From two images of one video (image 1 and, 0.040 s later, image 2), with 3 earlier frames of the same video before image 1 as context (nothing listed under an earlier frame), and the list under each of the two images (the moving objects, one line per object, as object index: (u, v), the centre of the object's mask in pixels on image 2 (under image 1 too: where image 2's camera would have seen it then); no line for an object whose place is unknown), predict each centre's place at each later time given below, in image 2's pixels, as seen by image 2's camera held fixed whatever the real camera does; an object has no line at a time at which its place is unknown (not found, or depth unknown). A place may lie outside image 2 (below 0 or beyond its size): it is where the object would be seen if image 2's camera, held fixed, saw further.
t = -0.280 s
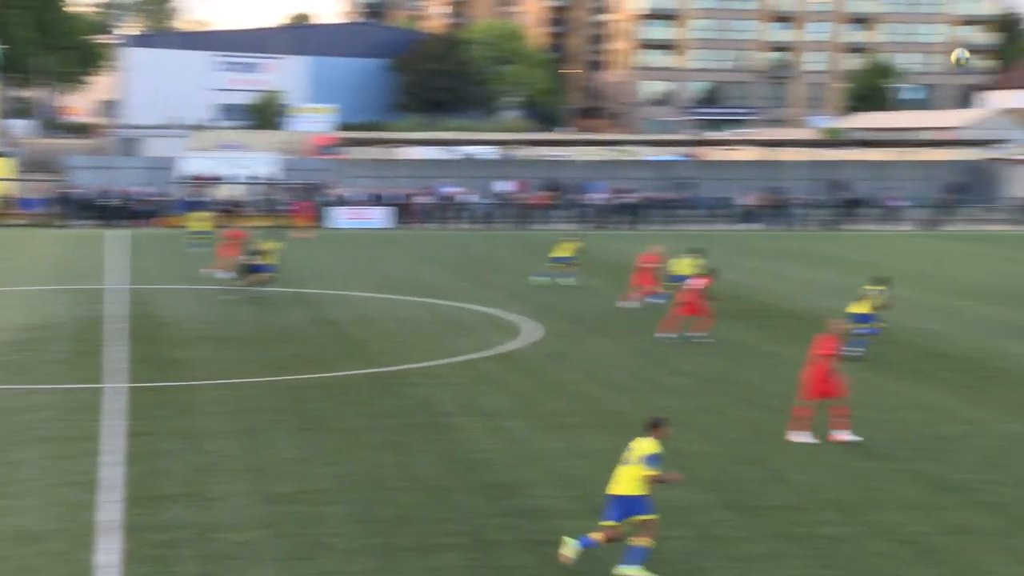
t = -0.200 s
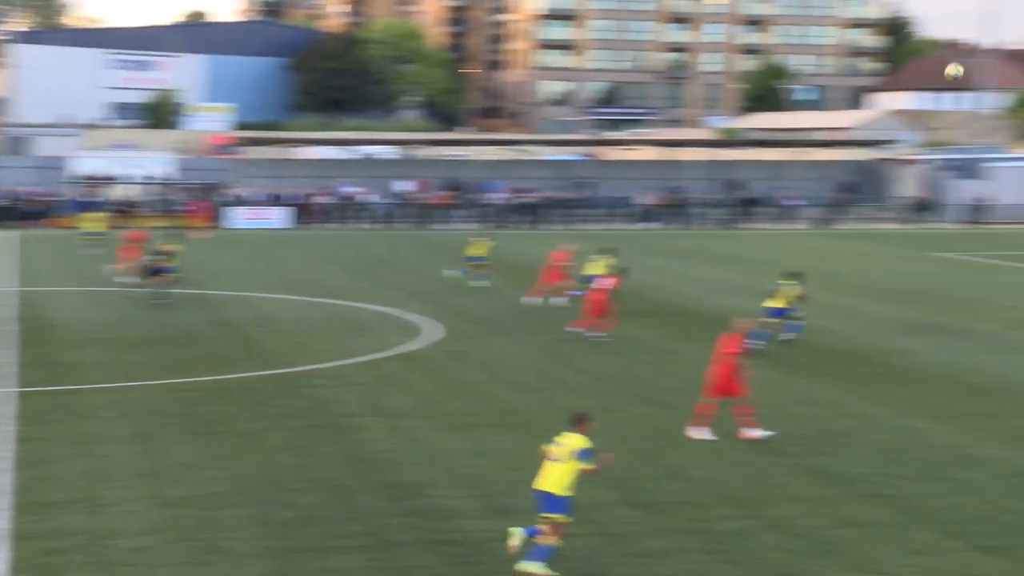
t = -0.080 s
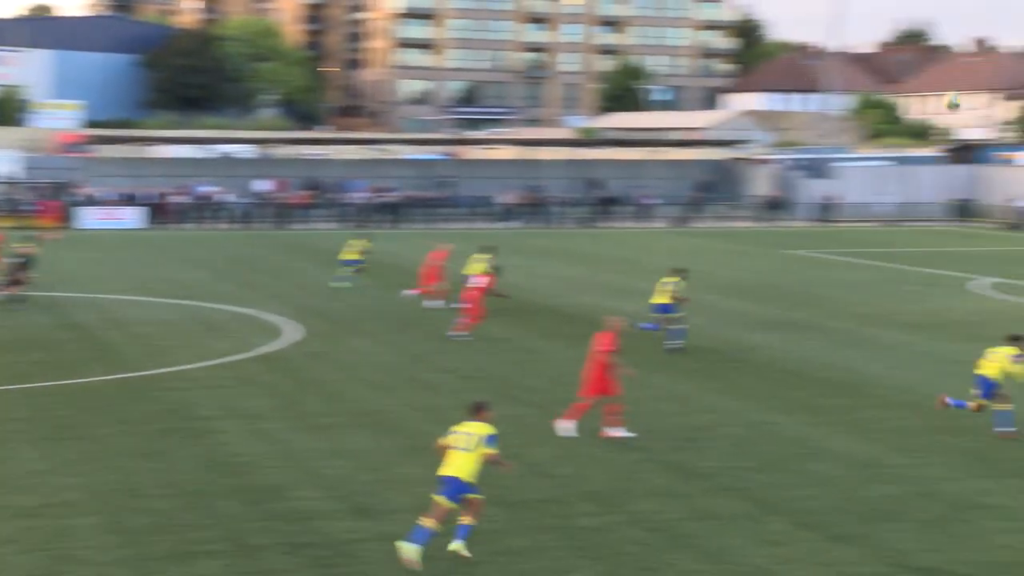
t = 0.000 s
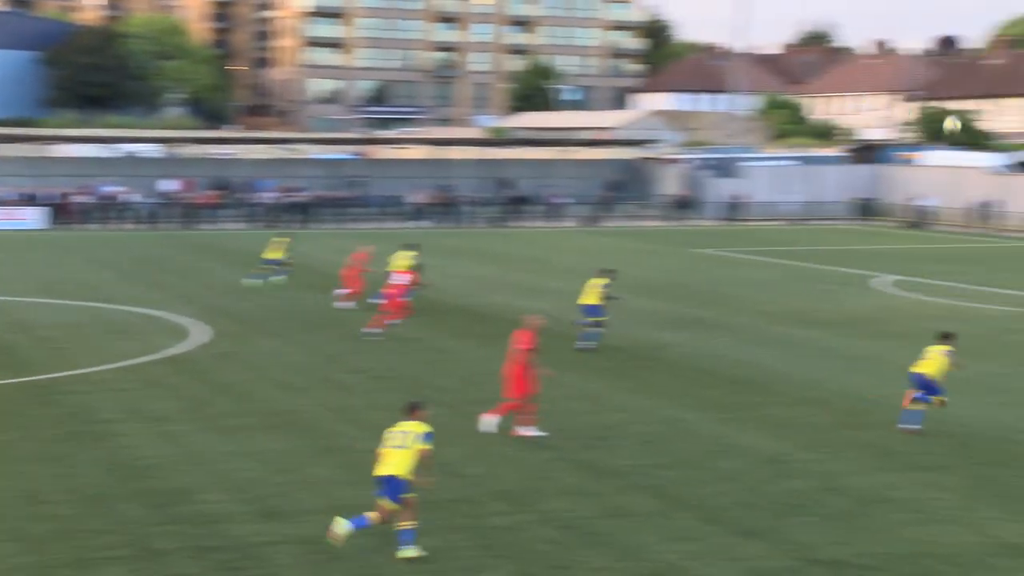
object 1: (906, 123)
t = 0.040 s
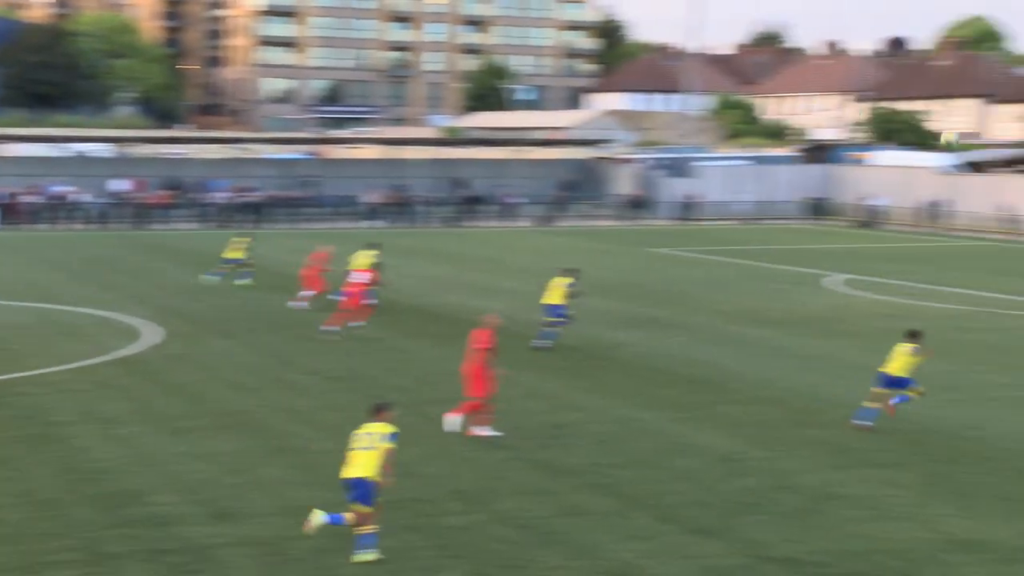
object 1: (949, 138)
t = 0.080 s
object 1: (994, 152)
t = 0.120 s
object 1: (1042, 167)
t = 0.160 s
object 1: (1089, 185)
